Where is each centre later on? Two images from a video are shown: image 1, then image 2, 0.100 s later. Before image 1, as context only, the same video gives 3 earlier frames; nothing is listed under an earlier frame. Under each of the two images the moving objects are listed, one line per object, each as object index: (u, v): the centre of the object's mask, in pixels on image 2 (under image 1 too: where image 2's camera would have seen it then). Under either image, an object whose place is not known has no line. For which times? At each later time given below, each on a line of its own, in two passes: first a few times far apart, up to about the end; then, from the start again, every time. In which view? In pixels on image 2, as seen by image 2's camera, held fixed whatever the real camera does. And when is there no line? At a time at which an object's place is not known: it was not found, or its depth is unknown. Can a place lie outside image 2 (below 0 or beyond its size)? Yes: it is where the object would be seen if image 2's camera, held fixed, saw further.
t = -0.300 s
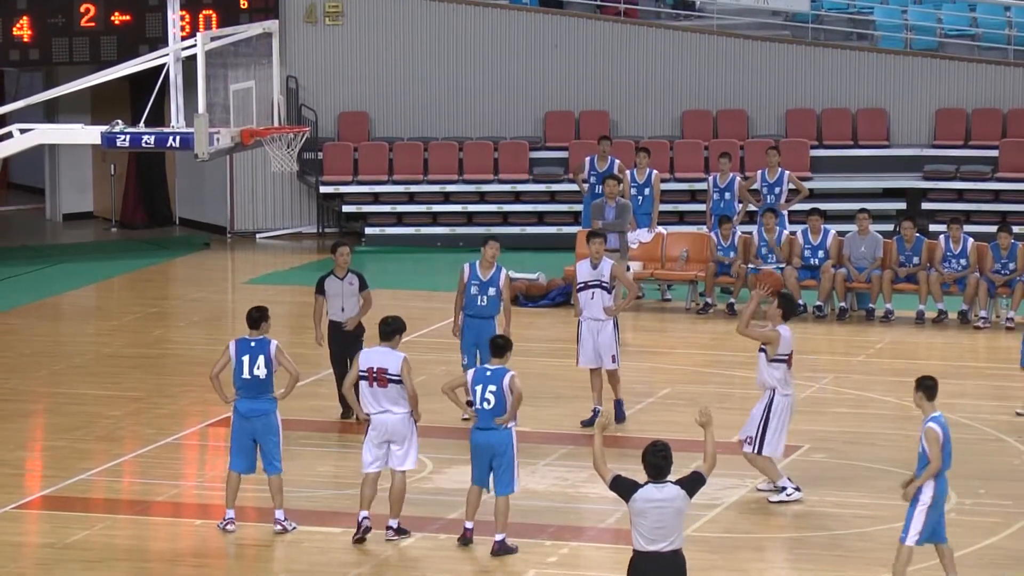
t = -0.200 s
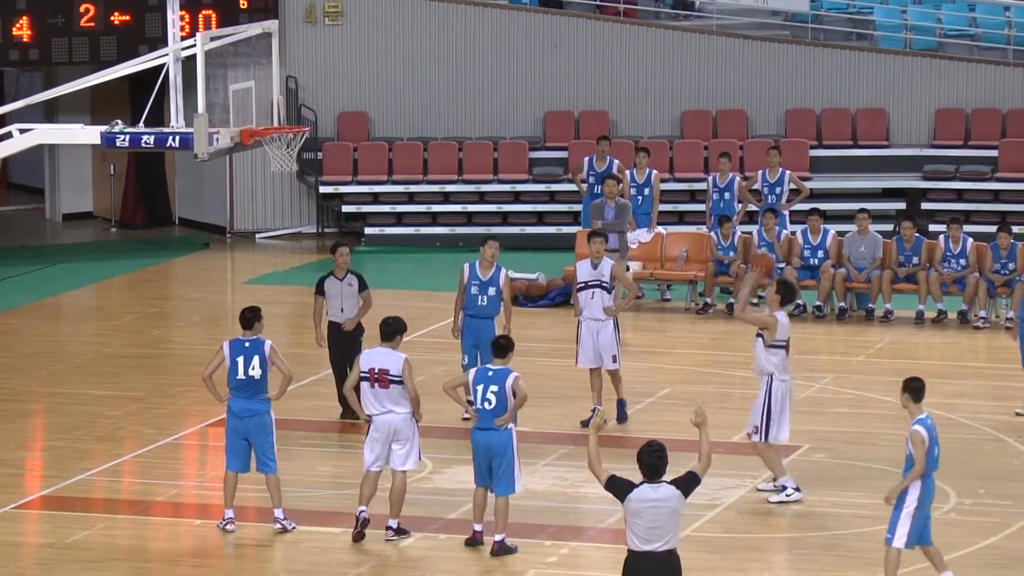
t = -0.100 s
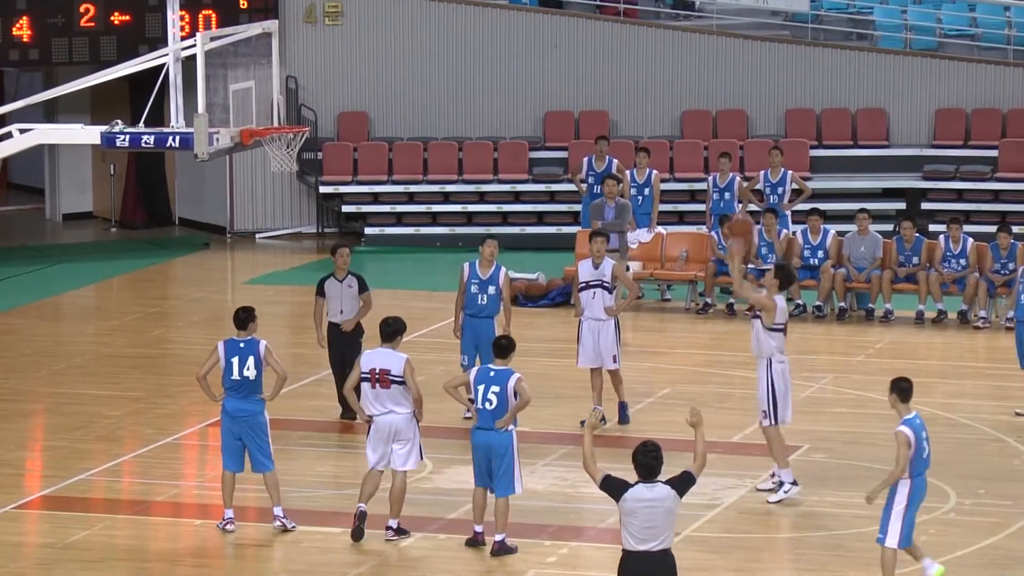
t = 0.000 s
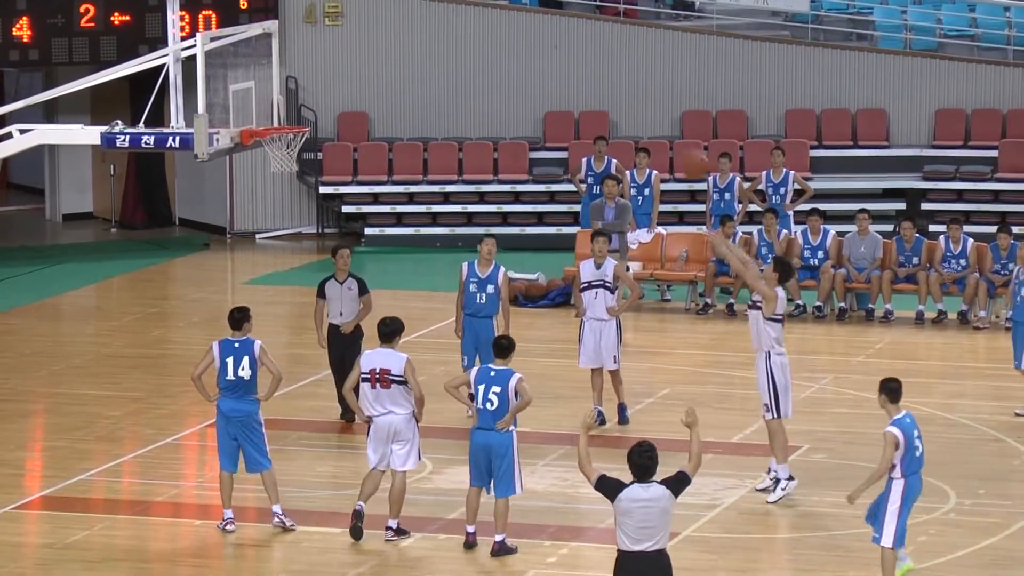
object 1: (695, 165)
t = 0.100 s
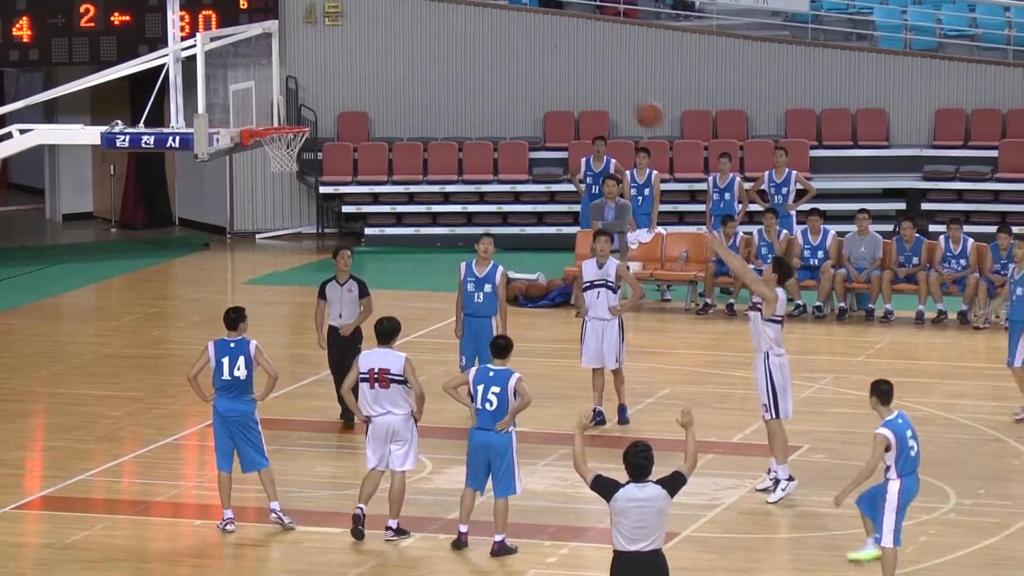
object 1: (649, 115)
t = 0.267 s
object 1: (572, 53)
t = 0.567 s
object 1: (439, 23)
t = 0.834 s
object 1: (325, 80)
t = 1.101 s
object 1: (284, 175)
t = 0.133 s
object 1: (634, 101)
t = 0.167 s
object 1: (618, 87)
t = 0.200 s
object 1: (603, 74)
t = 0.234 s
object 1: (588, 63)
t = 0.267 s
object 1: (572, 53)
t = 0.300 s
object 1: (557, 45)
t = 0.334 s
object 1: (543, 38)
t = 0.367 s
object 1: (527, 32)
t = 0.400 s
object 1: (514, 28)
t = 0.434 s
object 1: (498, 24)
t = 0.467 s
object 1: (483, 23)
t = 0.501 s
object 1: (468, 22)
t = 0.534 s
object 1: (453, 22)
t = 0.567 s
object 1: (439, 23)
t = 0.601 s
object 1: (424, 27)
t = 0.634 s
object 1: (410, 30)
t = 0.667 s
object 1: (395, 36)
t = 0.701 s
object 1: (381, 43)
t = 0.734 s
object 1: (367, 50)
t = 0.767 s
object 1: (353, 59)
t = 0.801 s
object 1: (338, 69)
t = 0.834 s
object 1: (325, 80)
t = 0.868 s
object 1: (311, 92)
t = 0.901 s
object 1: (297, 106)
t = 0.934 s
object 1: (285, 119)
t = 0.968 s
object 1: (268, 126)
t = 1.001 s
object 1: (271, 149)
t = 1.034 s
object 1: (277, 158)
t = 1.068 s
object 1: (279, 165)
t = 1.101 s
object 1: (284, 175)
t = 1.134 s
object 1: (289, 186)
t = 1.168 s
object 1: (294, 199)
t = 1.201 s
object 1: (298, 214)
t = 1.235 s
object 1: (303, 227)
